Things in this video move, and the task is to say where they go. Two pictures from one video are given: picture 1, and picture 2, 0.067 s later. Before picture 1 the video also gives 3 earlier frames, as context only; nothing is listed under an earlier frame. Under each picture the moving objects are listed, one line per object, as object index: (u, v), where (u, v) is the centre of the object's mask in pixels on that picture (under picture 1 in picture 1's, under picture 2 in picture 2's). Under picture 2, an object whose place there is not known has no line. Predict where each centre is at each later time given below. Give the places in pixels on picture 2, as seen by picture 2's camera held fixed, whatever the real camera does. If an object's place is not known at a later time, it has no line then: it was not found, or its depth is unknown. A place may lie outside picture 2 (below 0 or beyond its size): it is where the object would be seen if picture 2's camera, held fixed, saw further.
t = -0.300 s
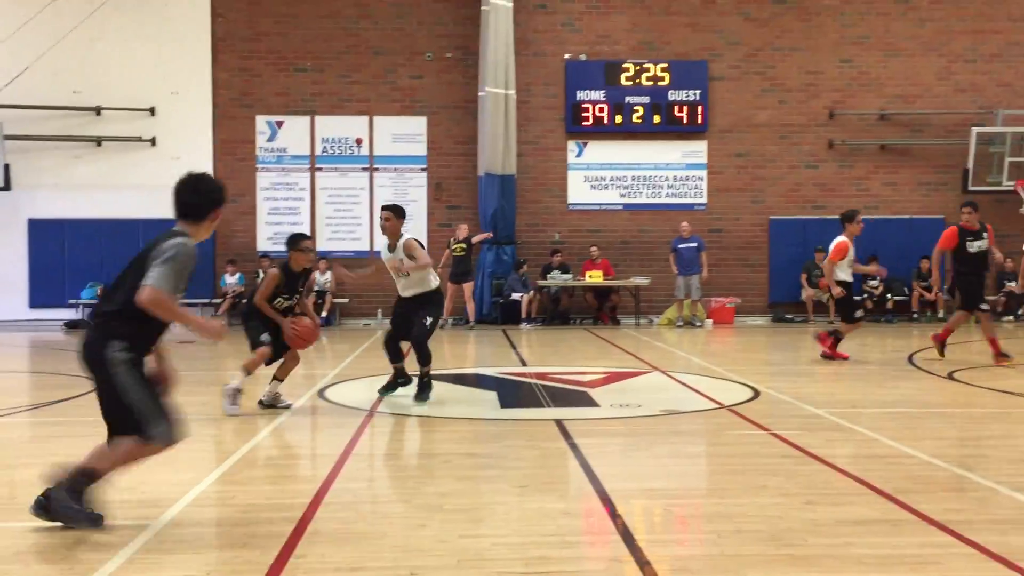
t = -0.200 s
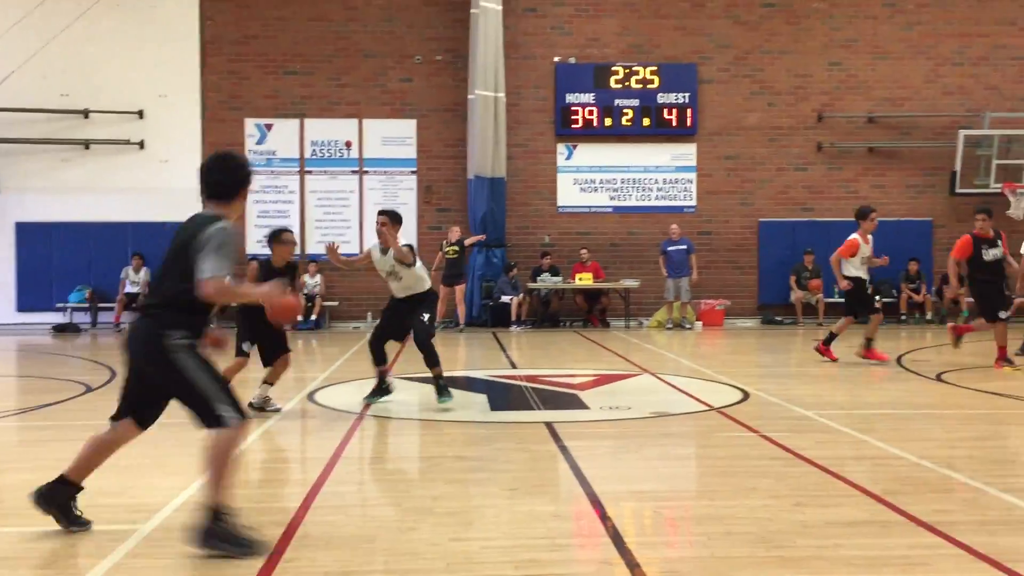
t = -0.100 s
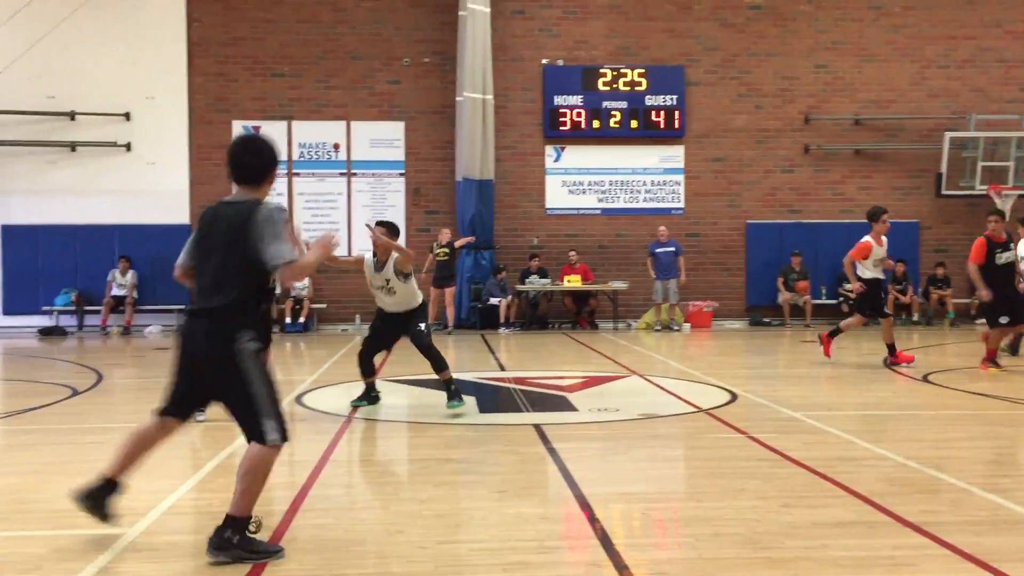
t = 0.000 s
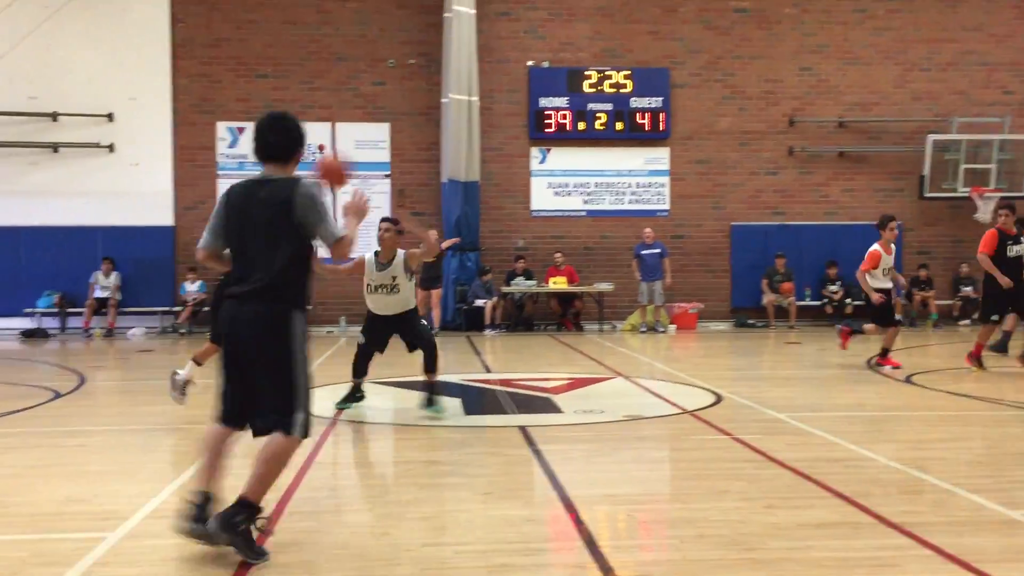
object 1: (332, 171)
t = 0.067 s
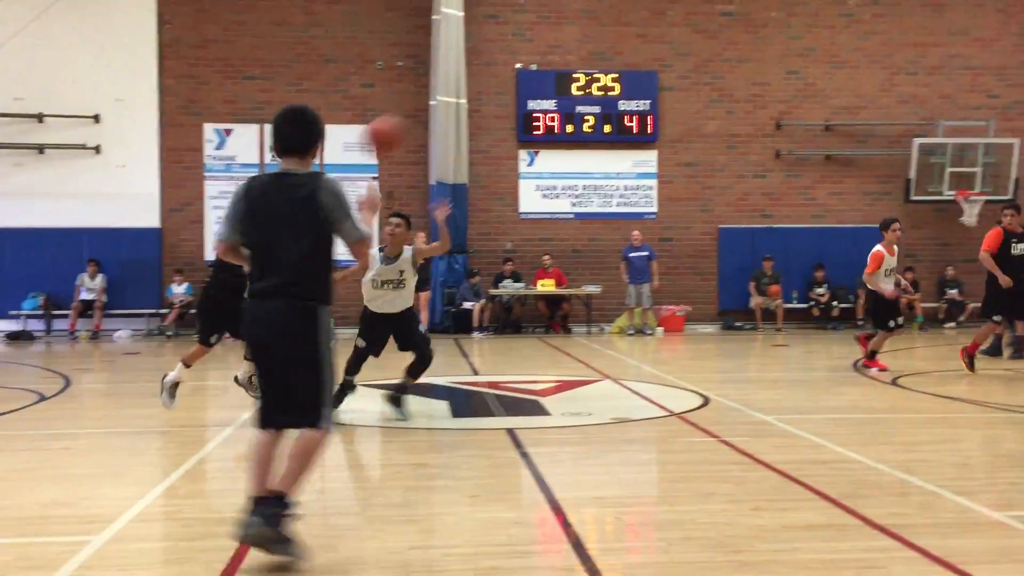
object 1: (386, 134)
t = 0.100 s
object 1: (415, 118)
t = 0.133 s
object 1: (447, 104)
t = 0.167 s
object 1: (479, 89)
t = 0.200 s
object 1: (513, 76)
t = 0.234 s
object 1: (548, 65)
